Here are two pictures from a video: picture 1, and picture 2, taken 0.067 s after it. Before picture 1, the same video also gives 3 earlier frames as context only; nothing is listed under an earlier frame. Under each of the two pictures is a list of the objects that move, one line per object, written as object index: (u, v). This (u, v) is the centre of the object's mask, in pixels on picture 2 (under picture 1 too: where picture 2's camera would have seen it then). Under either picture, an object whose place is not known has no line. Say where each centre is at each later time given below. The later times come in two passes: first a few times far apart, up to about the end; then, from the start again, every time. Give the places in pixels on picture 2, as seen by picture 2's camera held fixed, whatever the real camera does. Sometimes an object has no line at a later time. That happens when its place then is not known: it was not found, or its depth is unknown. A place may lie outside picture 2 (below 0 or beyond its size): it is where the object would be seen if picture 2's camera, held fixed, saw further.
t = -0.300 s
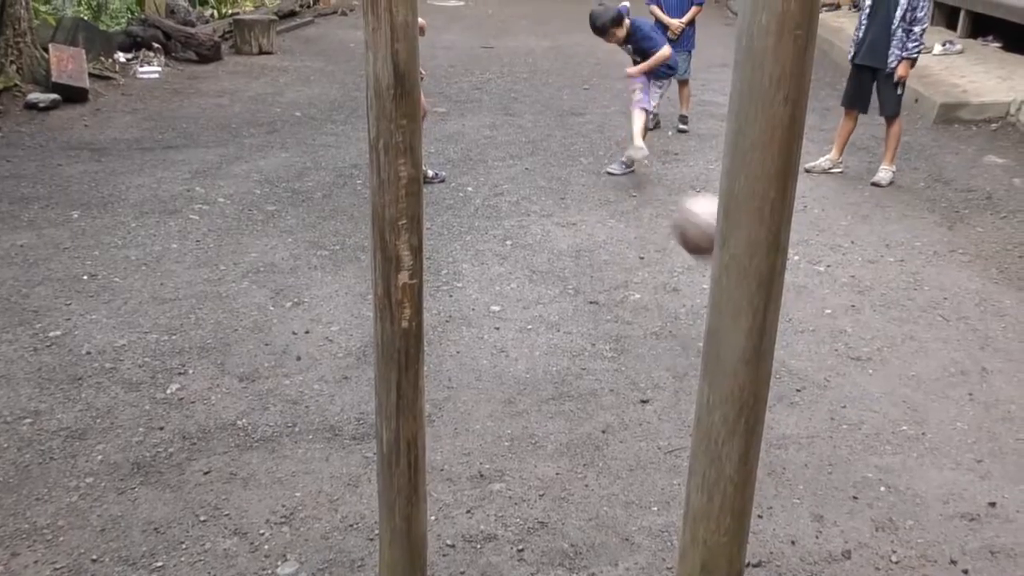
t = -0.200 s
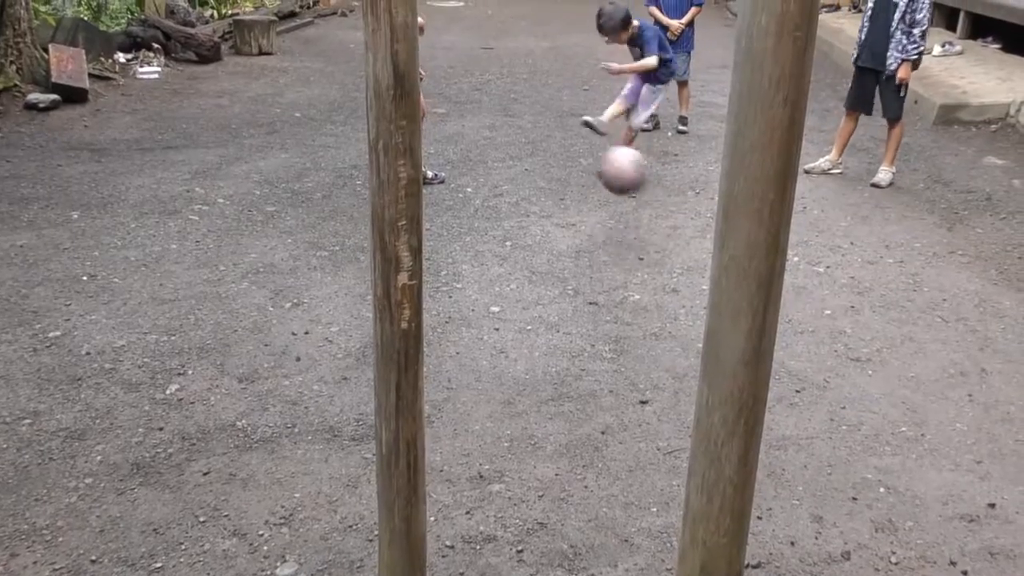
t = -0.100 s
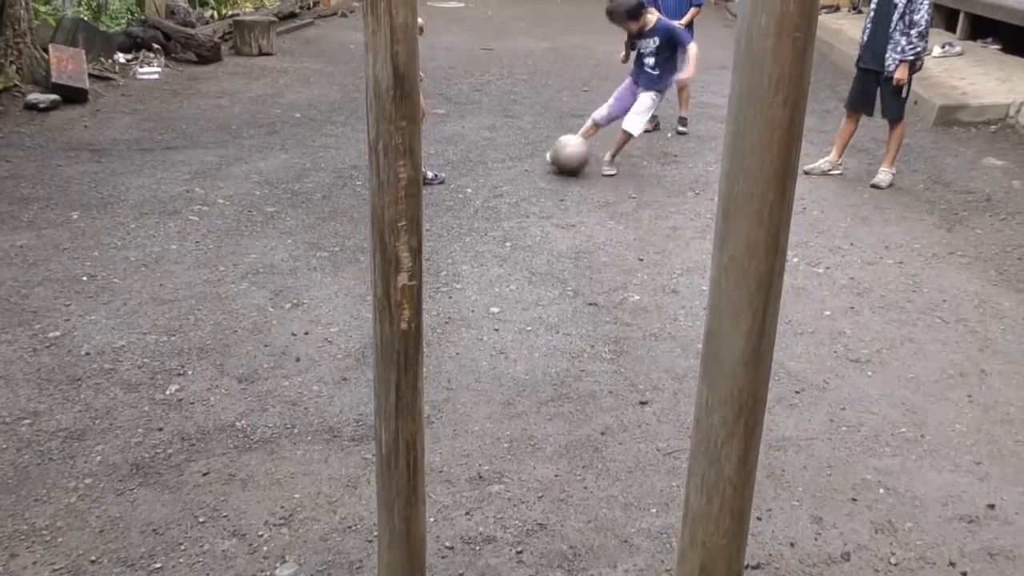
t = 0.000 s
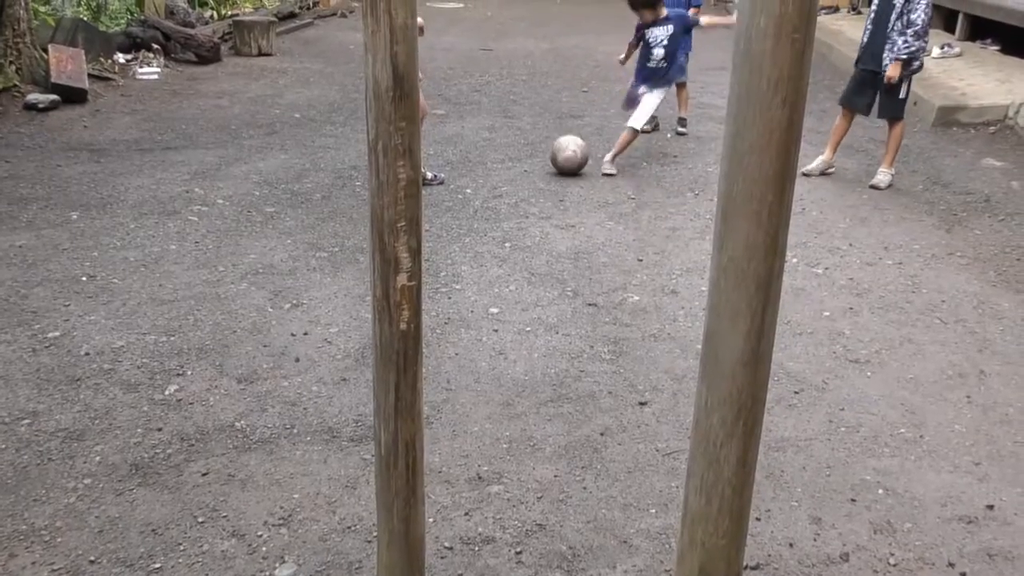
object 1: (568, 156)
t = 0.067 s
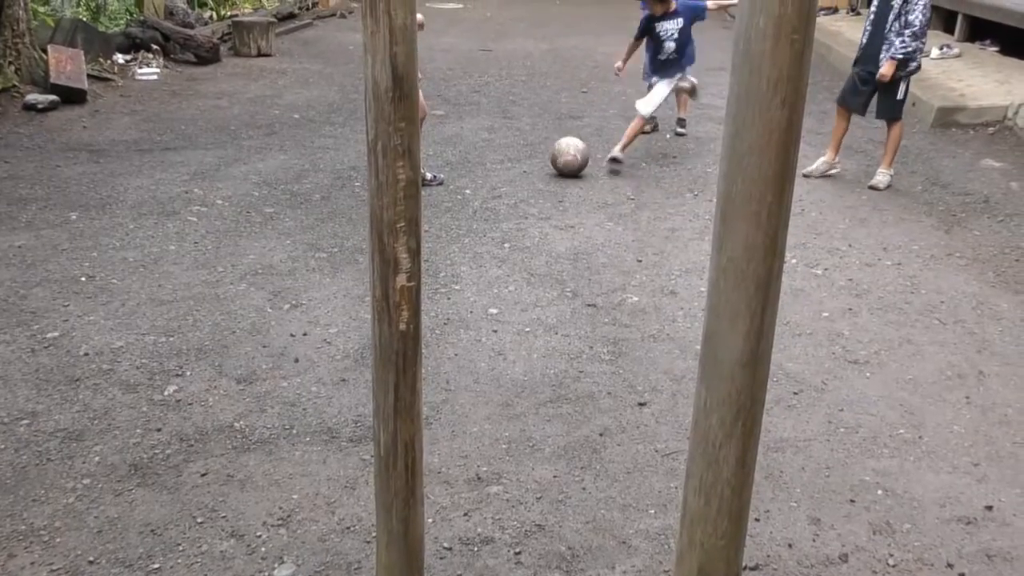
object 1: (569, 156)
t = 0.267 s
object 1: (574, 159)
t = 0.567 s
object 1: (586, 162)
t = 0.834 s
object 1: (599, 164)
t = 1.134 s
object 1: (618, 167)
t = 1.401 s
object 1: (638, 169)
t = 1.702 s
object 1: (663, 170)
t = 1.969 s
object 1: (686, 170)
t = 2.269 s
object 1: (707, 170)
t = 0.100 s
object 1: (570, 157)
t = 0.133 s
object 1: (571, 157)
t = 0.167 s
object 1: (571, 157)
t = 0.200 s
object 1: (572, 158)
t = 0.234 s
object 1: (573, 158)
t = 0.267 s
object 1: (574, 159)
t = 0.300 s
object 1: (575, 159)
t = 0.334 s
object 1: (576, 159)
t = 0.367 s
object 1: (577, 159)
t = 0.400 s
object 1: (579, 160)
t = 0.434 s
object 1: (580, 160)
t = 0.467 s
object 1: (581, 161)
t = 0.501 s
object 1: (583, 161)
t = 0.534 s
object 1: (584, 161)
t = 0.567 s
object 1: (586, 162)
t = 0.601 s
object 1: (587, 162)
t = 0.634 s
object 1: (589, 162)
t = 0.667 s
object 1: (591, 163)
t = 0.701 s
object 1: (592, 163)
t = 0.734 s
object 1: (594, 163)
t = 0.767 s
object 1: (596, 163)
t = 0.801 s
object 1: (597, 164)
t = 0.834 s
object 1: (599, 164)
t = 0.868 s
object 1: (601, 165)
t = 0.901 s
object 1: (603, 165)
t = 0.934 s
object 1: (605, 165)
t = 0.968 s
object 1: (607, 166)
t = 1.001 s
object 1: (609, 166)
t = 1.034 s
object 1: (611, 166)
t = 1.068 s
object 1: (613, 166)
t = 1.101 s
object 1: (616, 167)
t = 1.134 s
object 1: (618, 167)
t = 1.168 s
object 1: (620, 167)
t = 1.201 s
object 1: (622, 168)
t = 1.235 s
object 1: (625, 168)
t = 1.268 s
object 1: (627, 168)
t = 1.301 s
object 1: (630, 168)
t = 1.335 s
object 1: (633, 168)
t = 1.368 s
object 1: (635, 168)
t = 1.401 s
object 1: (638, 169)
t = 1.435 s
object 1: (641, 168)
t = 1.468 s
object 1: (644, 169)
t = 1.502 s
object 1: (646, 169)
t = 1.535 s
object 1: (649, 169)
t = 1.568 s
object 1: (652, 169)
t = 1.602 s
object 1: (655, 170)
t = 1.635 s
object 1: (657, 170)
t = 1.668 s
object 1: (660, 170)
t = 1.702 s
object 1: (663, 170)
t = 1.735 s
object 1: (666, 170)
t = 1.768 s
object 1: (669, 170)
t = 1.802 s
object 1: (672, 170)
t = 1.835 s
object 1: (675, 170)
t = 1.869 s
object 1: (678, 170)
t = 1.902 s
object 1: (681, 170)
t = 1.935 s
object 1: (684, 170)
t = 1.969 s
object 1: (686, 170)
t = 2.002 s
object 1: (690, 171)
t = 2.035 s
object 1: (692, 171)
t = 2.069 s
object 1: (696, 170)
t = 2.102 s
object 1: (698, 171)
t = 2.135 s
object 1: (700, 170)
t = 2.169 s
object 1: (702, 171)
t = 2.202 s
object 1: (704, 170)
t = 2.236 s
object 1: (706, 170)
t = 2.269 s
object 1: (707, 170)
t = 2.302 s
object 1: (709, 170)
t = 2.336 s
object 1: (710, 170)
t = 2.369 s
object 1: (711, 170)
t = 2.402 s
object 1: (713, 170)
